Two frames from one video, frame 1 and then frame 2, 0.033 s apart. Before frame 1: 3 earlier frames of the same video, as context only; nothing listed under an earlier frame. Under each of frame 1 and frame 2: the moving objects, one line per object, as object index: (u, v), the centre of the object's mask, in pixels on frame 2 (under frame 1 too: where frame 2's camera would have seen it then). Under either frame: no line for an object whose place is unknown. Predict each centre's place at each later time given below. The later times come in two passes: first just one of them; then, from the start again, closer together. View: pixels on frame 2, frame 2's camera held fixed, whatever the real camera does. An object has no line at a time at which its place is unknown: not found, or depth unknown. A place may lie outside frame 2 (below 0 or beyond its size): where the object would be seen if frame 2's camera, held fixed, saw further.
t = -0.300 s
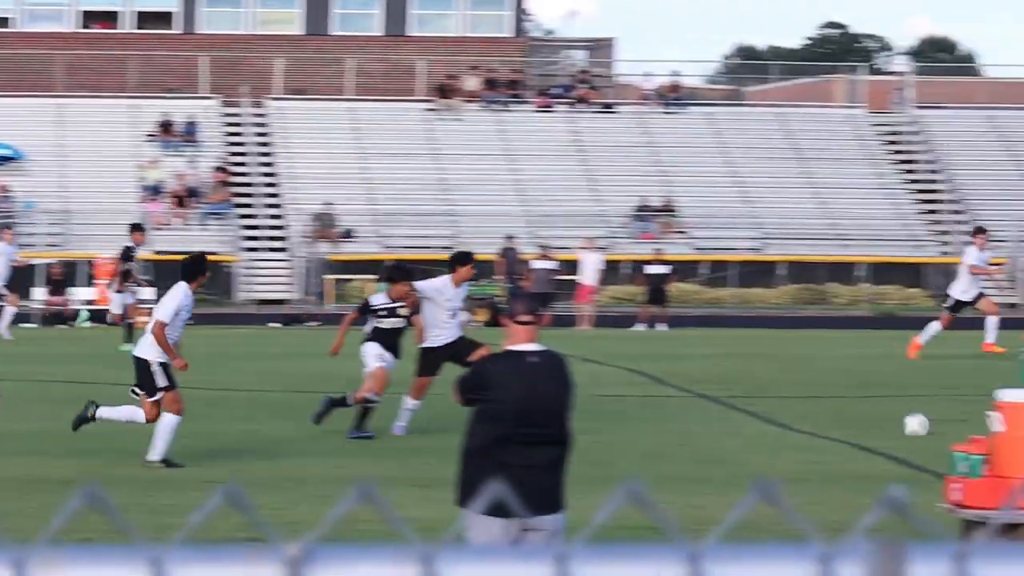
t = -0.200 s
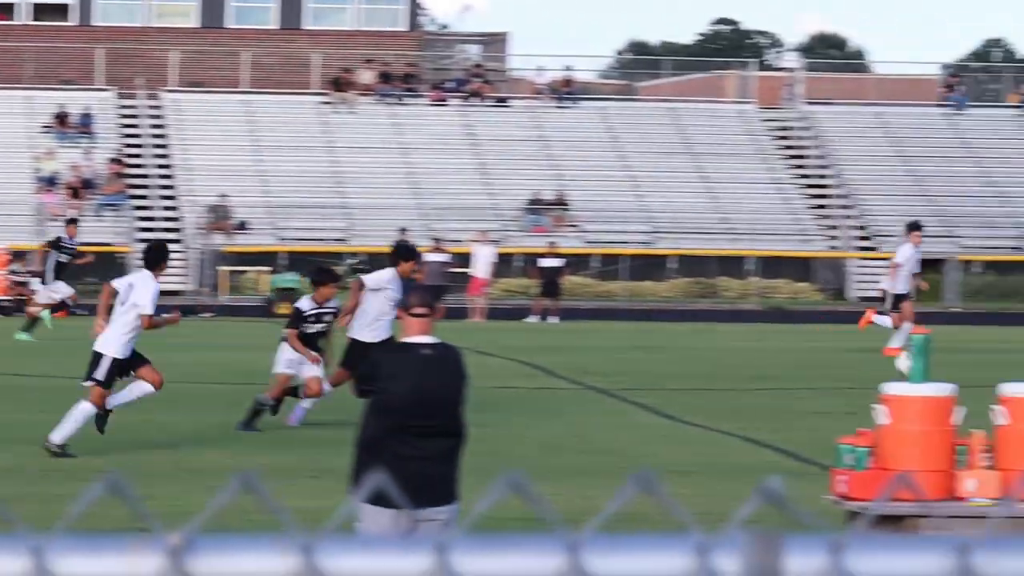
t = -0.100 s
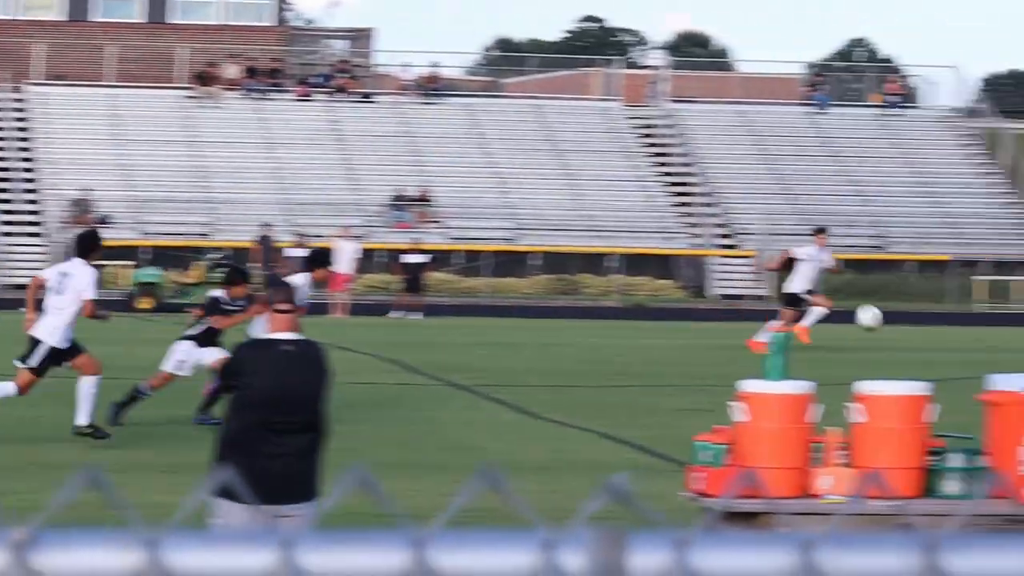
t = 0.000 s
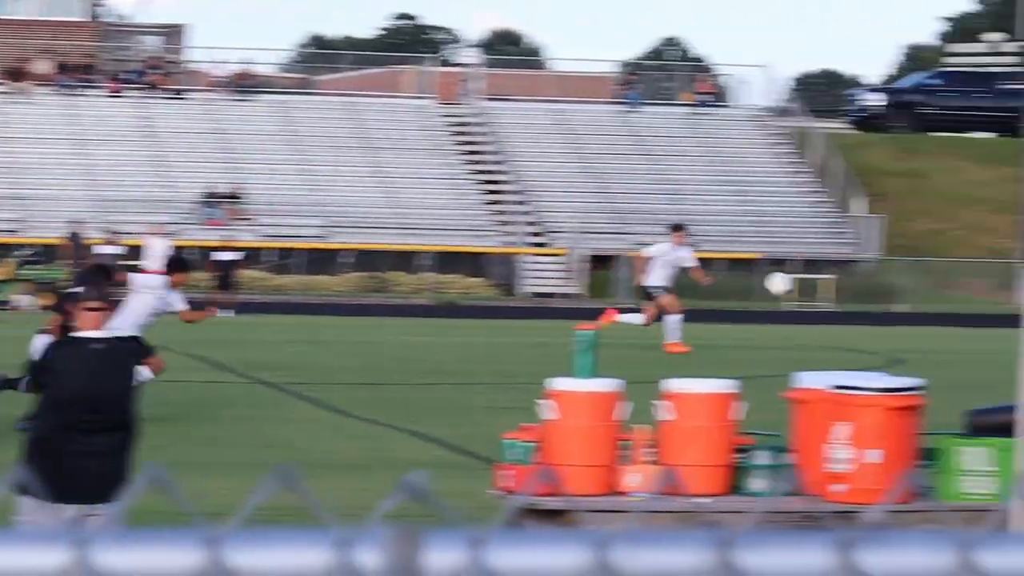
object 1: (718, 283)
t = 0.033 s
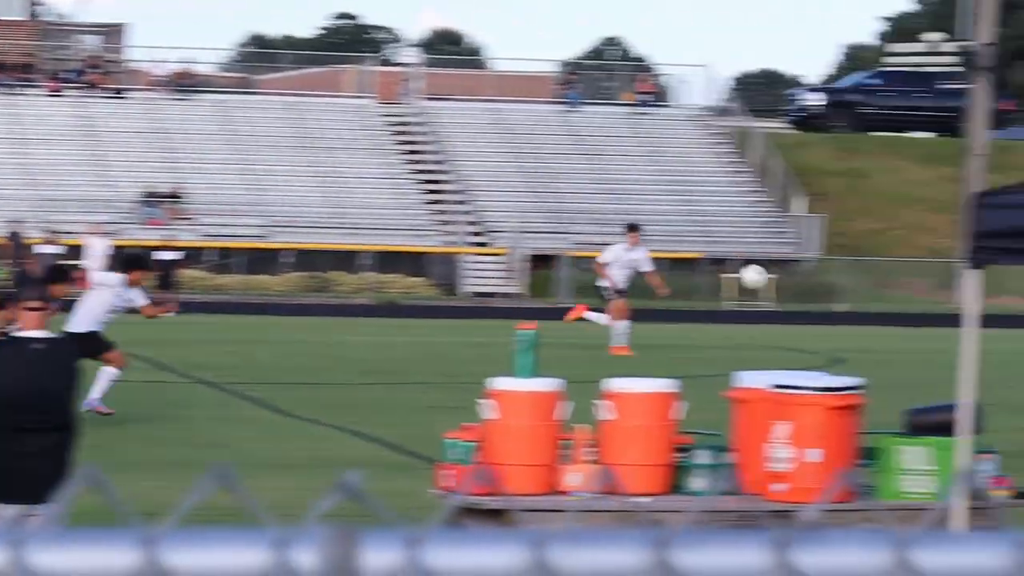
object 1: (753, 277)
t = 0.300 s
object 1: (1024, 264)
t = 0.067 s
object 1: (786, 270)
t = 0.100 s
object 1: (820, 264)
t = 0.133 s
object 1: (855, 261)
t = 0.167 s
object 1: (889, 259)
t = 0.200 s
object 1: (922, 256)
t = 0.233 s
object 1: (957, 255)
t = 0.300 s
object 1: (1024, 264)
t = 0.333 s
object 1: (1055, 264)
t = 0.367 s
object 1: (1088, 266)
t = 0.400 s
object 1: (1119, 272)
